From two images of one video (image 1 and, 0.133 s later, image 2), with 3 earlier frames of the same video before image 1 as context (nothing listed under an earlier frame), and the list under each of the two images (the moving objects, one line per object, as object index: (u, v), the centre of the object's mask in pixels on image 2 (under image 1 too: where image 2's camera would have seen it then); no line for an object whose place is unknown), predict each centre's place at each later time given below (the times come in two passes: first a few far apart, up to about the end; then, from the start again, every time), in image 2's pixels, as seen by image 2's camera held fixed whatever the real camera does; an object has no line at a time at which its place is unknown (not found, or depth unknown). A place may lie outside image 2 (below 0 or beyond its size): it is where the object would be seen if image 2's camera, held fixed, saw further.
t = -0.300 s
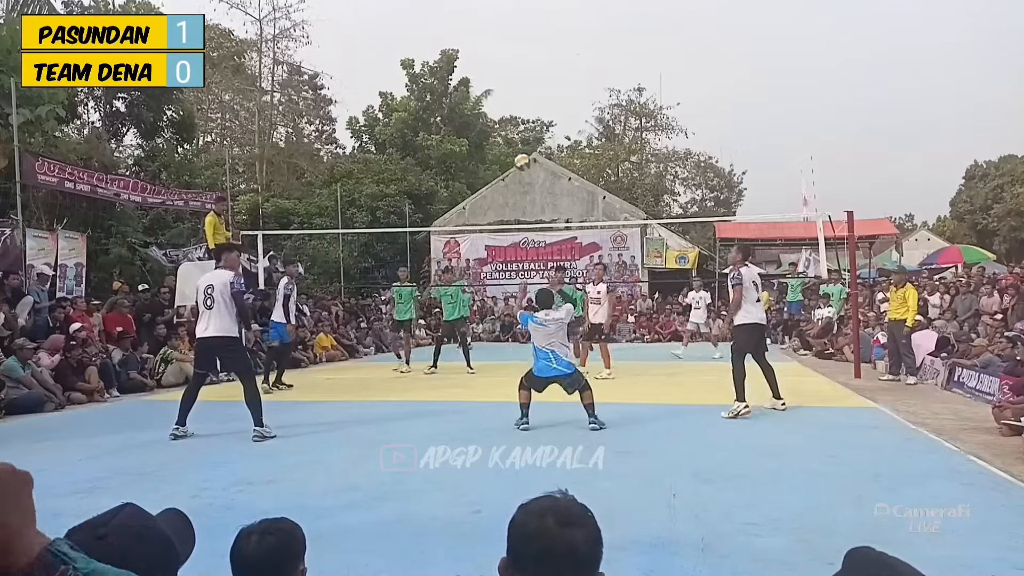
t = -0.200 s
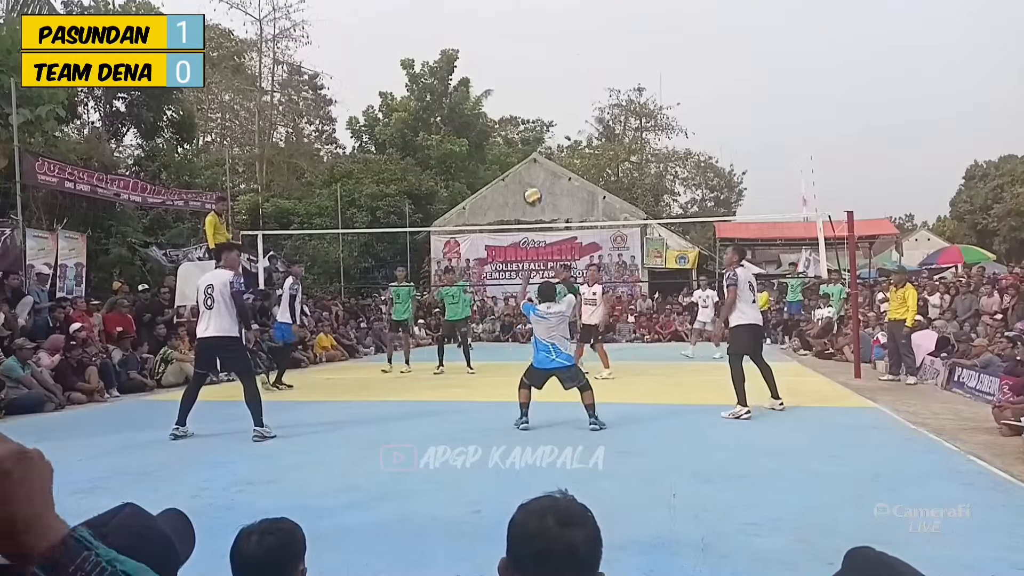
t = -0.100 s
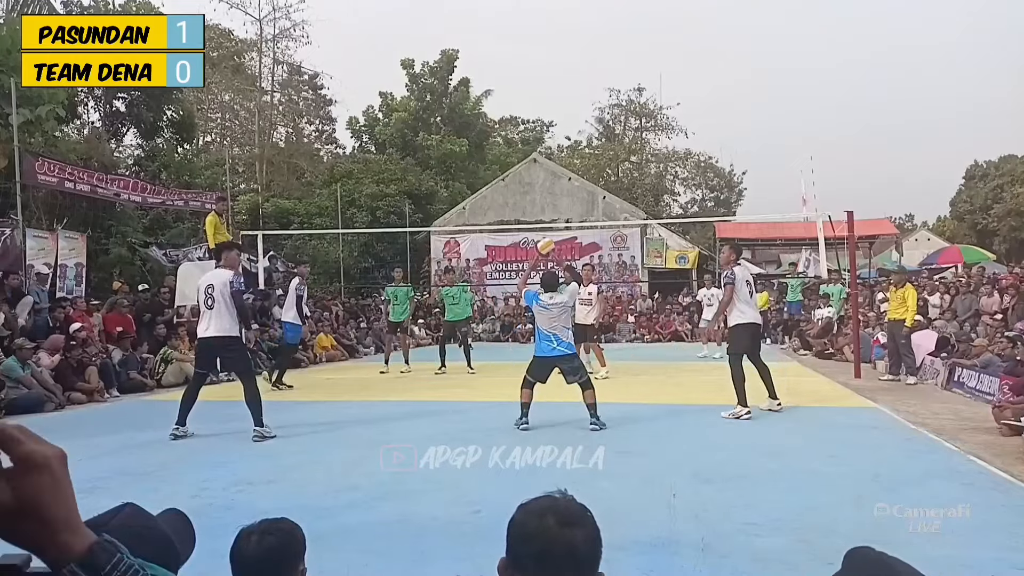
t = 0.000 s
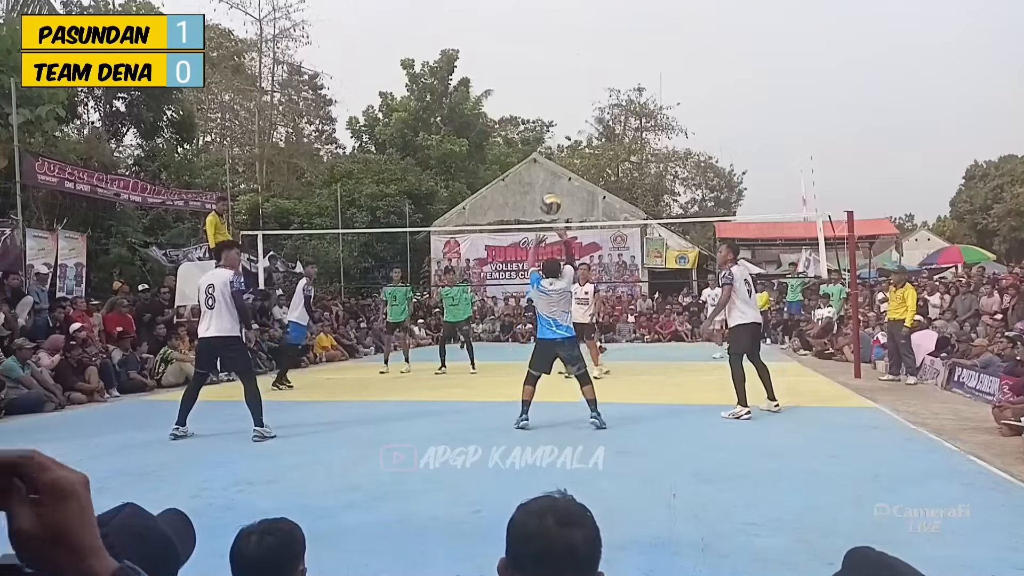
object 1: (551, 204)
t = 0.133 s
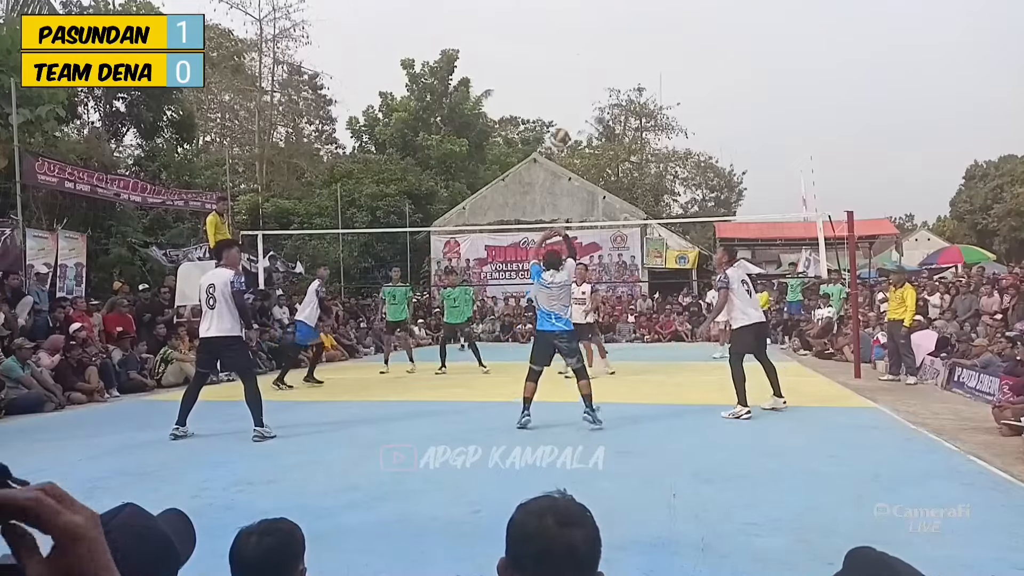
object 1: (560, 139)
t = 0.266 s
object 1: (568, 94)
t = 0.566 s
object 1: (586, 61)
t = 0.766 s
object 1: (596, 82)
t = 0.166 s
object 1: (562, 125)
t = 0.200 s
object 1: (564, 113)
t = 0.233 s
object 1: (566, 103)
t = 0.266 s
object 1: (568, 94)
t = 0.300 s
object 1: (570, 85)
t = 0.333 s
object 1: (572, 79)
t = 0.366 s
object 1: (575, 74)
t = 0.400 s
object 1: (576, 69)
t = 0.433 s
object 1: (578, 65)
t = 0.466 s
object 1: (580, 63)
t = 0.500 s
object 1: (582, 61)
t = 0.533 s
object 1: (584, 61)
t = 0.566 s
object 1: (586, 61)
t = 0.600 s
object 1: (588, 63)
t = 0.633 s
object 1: (589, 65)
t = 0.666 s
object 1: (591, 68)
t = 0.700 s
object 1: (593, 72)
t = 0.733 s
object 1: (595, 77)
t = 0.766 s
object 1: (596, 82)
